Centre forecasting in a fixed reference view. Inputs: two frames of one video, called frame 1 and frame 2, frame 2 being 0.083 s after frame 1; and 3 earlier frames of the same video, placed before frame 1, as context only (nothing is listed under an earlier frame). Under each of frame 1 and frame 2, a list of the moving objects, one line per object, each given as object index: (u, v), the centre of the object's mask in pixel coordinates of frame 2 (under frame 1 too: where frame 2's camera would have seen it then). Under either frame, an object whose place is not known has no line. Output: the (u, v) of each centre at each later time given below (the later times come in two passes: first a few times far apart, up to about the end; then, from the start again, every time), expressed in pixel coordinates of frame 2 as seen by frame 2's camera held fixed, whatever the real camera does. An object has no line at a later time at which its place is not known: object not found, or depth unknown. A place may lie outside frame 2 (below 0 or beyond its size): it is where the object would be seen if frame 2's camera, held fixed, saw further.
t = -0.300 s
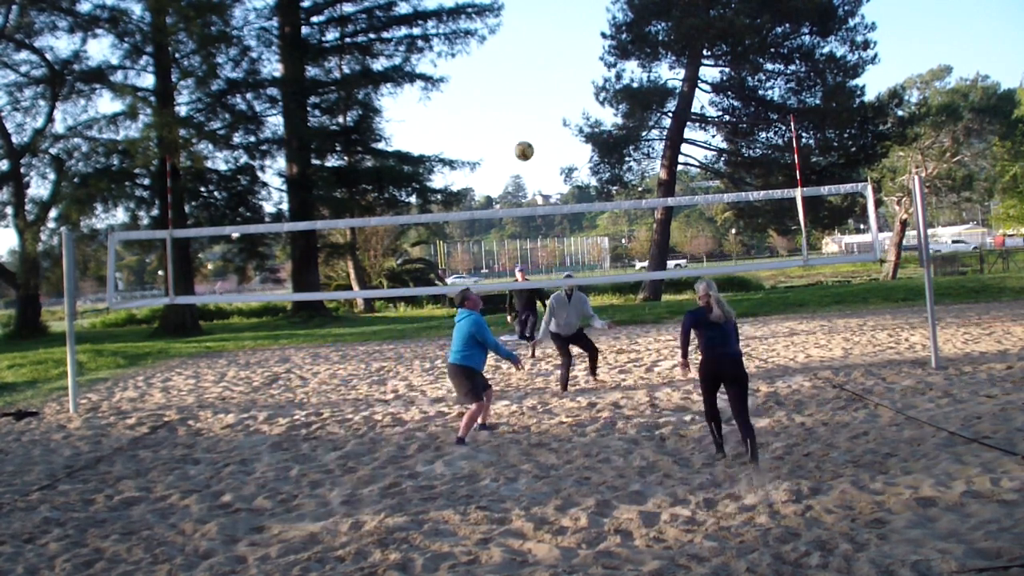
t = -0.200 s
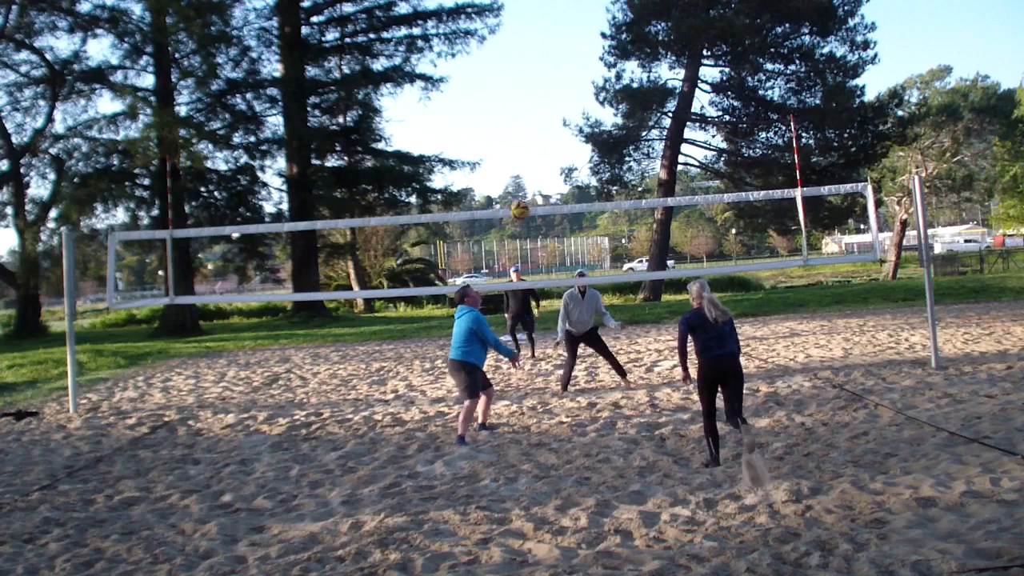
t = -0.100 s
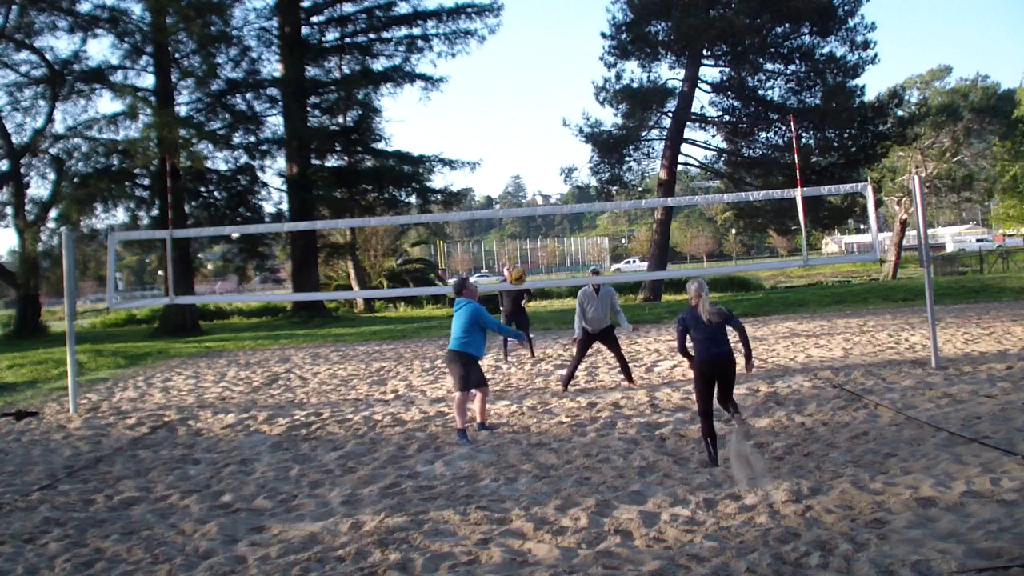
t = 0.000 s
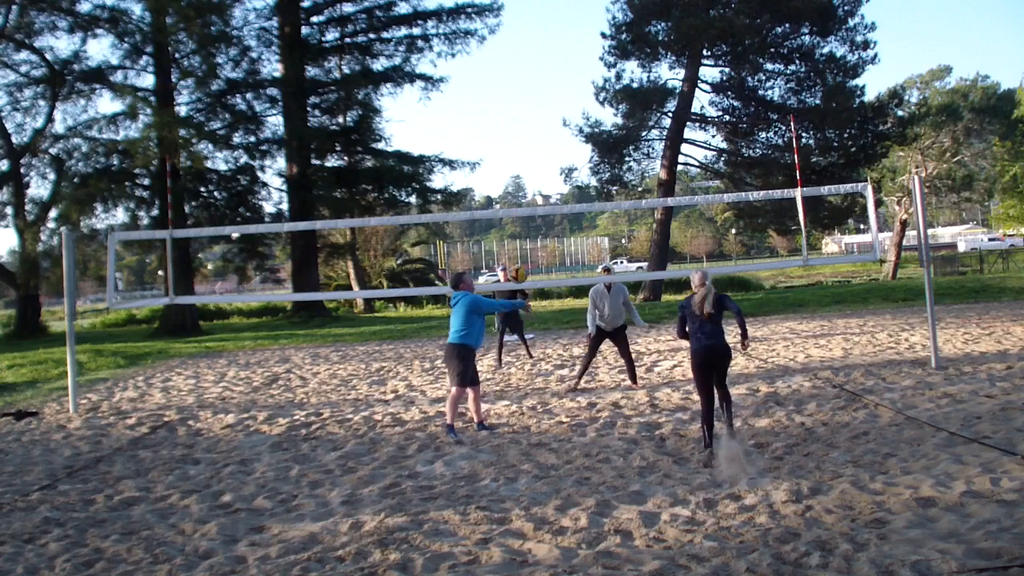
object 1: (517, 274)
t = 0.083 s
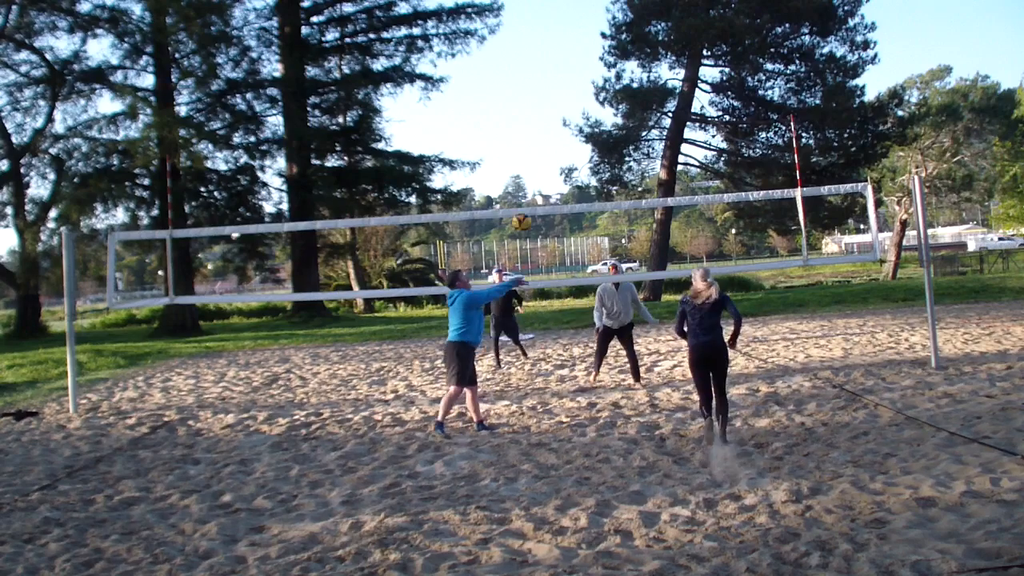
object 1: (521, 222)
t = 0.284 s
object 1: (532, 124)
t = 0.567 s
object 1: (550, 51)
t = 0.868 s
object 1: (574, 52)
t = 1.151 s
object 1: (601, 124)
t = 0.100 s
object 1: (522, 213)
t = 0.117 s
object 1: (523, 203)
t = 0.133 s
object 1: (524, 194)
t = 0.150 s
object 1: (525, 185)
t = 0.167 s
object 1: (526, 177)
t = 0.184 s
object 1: (527, 168)
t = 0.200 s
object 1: (528, 160)
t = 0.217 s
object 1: (528, 152)
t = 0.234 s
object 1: (530, 145)
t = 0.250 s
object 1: (530, 137)
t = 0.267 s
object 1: (531, 131)
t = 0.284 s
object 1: (532, 124)
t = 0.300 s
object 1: (533, 118)
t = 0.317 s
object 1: (534, 111)
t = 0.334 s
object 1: (535, 106)
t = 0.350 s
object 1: (536, 100)
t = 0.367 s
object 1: (537, 95)
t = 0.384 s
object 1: (538, 90)
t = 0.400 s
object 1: (539, 85)
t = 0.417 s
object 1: (540, 80)
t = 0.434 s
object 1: (541, 76)
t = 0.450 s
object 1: (542, 72)
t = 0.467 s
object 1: (543, 69)
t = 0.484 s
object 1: (545, 65)
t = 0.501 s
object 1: (546, 61)
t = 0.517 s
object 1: (547, 59)
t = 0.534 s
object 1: (548, 56)
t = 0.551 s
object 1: (549, 53)
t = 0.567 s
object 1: (550, 51)
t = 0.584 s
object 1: (552, 49)
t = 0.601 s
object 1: (553, 47)
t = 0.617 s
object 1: (554, 46)
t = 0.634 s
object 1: (555, 45)
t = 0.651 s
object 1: (557, 44)
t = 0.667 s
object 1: (558, 43)
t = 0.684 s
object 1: (559, 42)
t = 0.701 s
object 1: (560, 42)
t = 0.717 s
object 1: (562, 42)
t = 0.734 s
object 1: (563, 42)
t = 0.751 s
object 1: (564, 42)
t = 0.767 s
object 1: (566, 43)
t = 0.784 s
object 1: (567, 44)
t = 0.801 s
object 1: (568, 45)
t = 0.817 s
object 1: (570, 46)
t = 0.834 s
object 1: (571, 48)
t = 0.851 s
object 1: (573, 50)
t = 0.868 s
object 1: (574, 52)
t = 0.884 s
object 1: (575, 54)
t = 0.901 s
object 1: (577, 57)
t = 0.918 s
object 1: (578, 59)
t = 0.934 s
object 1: (580, 62)
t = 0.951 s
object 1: (582, 66)
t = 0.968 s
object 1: (583, 69)
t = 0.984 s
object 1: (585, 73)
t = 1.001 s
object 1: (586, 77)
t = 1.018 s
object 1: (588, 81)
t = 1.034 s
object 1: (589, 86)
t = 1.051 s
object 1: (590, 90)
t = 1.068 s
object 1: (592, 96)
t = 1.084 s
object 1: (593, 101)
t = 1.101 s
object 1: (595, 106)
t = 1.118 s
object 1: (597, 111)
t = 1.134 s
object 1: (598, 117)
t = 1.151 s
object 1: (601, 124)
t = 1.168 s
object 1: (602, 131)
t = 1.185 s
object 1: (603, 137)
